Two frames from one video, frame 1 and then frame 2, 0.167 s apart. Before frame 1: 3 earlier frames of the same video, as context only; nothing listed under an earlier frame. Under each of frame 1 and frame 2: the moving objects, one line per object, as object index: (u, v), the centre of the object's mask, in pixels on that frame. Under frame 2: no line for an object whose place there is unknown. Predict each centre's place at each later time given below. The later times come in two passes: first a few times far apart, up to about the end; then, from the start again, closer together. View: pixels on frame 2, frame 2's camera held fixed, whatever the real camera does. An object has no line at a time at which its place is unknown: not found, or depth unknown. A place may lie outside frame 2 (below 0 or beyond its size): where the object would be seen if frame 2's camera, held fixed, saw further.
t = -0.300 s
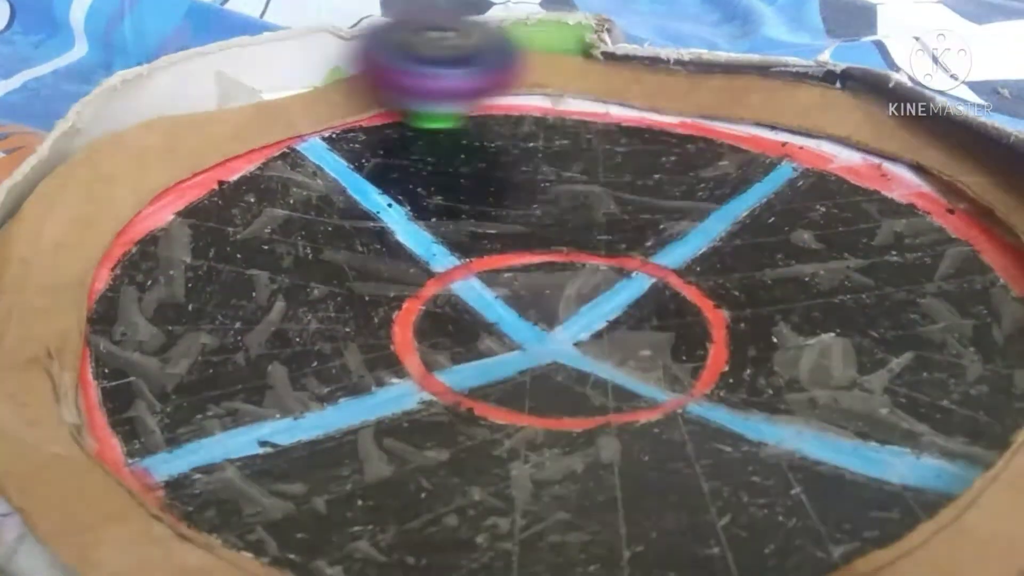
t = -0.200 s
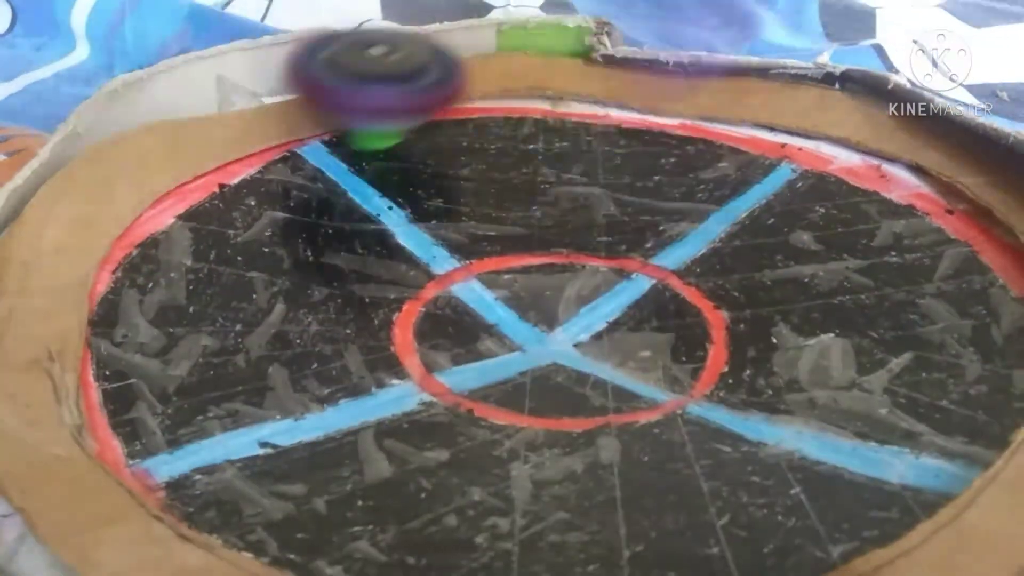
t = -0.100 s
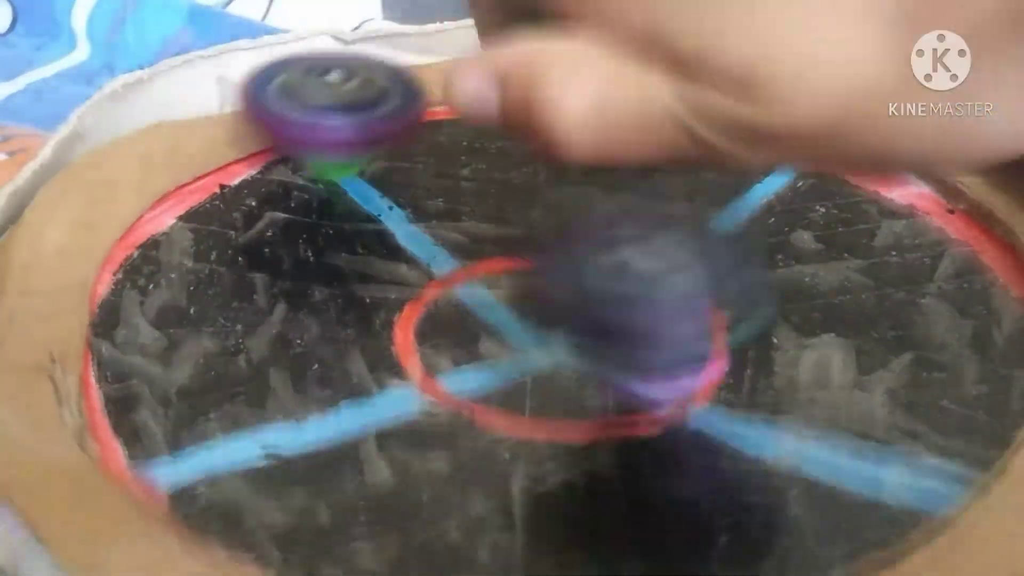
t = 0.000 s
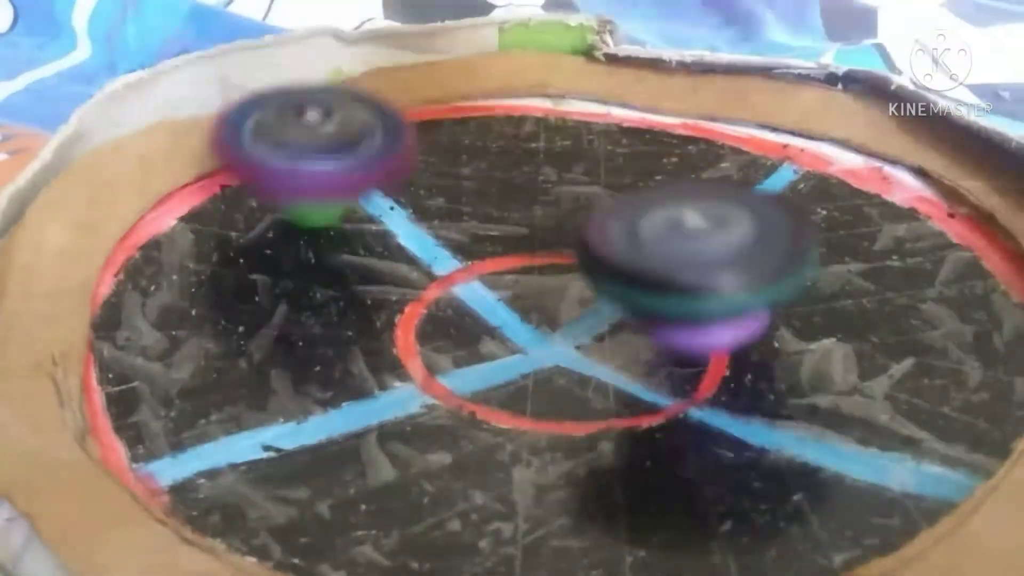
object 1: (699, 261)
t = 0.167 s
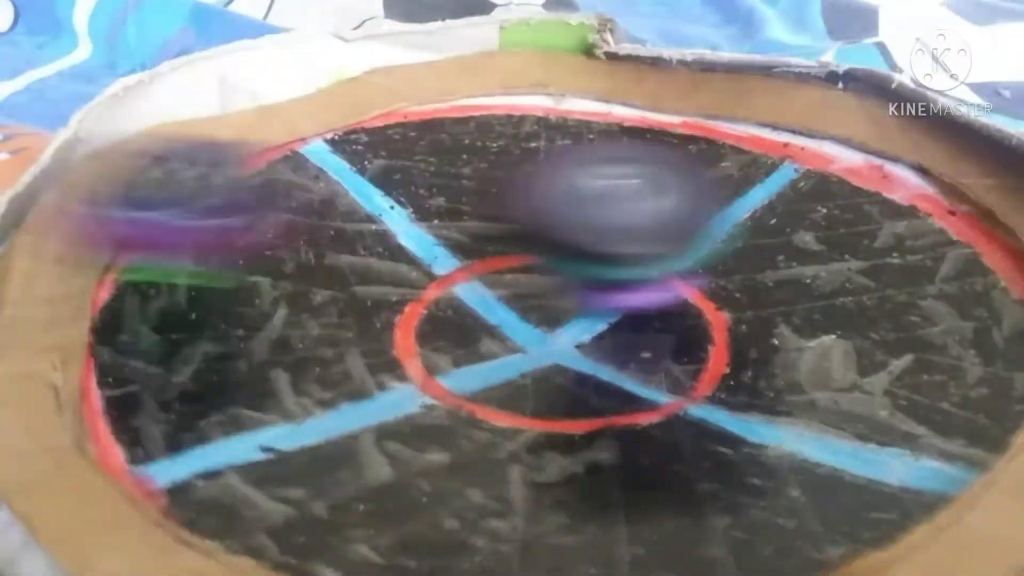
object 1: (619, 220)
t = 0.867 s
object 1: (275, 175)
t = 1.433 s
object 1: (947, 174)
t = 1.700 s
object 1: (556, 65)
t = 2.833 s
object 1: (525, 96)
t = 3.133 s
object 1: (365, 130)
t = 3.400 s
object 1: (306, 247)
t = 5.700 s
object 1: (538, 185)
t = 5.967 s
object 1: (559, 211)
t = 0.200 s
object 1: (677, 221)
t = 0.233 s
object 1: (704, 220)
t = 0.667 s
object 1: (565, 172)
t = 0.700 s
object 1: (513, 152)
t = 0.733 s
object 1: (460, 140)
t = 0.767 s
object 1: (409, 135)
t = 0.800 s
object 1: (361, 141)
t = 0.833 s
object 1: (318, 152)
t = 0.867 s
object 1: (275, 175)
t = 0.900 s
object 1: (237, 206)
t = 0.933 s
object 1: (214, 240)
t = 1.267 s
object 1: (873, 365)
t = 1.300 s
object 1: (915, 332)
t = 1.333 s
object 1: (945, 293)
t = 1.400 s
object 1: (957, 208)
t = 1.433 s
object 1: (947, 174)
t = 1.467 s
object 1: (933, 140)
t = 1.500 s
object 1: (885, 123)
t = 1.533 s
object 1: (839, 96)
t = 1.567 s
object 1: (767, 81)
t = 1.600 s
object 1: (705, 71)
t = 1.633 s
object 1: (659, 64)
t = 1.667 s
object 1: (606, 63)
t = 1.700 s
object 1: (556, 65)
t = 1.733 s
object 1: (507, 73)
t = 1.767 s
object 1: (450, 87)
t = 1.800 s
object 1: (397, 103)
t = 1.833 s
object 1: (339, 124)
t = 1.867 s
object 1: (285, 149)
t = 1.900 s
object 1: (233, 184)
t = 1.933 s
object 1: (191, 220)
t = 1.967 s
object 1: (157, 260)
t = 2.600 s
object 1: (765, 134)
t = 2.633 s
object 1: (726, 118)
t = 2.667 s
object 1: (689, 110)
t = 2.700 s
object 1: (655, 104)
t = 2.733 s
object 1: (621, 98)
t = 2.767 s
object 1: (590, 94)
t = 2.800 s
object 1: (558, 95)
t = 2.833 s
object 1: (525, 96)
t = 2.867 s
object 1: (498, 96)
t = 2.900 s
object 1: (475, 96)
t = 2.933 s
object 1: (454, 96)
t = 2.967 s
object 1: (433, 99)
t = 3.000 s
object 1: (416, 102)
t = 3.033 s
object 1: (399, 108)
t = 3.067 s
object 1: (384, 115)
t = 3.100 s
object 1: (373, 122)
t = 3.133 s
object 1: (365, 130)
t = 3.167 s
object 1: (360, 141)
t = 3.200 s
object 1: (359, 153)
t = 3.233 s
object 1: (360, 167)
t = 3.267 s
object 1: (367, 185)
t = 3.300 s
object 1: (370, 201)
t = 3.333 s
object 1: (352, 219)
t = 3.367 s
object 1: (327, 233)
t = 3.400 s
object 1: (306, 247)
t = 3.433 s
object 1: (288, 261)
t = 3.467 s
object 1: (278, 275)
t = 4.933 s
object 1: (280, 232)
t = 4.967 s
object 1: (278, 229)
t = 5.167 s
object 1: (321, 216)
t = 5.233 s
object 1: (354, 224)
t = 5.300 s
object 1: (411, 235)
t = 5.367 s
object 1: (460, 240)
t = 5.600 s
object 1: (566, 208)
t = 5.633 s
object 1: (557, 197)
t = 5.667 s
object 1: (547, 189)
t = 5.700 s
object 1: (538, 185)
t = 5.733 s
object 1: (530, 186)
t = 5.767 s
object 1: (529, 188)
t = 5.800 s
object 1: (528, 189)
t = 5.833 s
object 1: (529, 194)
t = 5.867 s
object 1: (532, 197)
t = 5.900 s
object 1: (541, 202)
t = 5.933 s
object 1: (551, 206)
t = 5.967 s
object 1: (559, 211)
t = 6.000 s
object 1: (566, 213)
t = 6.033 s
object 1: (569, 216)
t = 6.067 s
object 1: (572, 224)
